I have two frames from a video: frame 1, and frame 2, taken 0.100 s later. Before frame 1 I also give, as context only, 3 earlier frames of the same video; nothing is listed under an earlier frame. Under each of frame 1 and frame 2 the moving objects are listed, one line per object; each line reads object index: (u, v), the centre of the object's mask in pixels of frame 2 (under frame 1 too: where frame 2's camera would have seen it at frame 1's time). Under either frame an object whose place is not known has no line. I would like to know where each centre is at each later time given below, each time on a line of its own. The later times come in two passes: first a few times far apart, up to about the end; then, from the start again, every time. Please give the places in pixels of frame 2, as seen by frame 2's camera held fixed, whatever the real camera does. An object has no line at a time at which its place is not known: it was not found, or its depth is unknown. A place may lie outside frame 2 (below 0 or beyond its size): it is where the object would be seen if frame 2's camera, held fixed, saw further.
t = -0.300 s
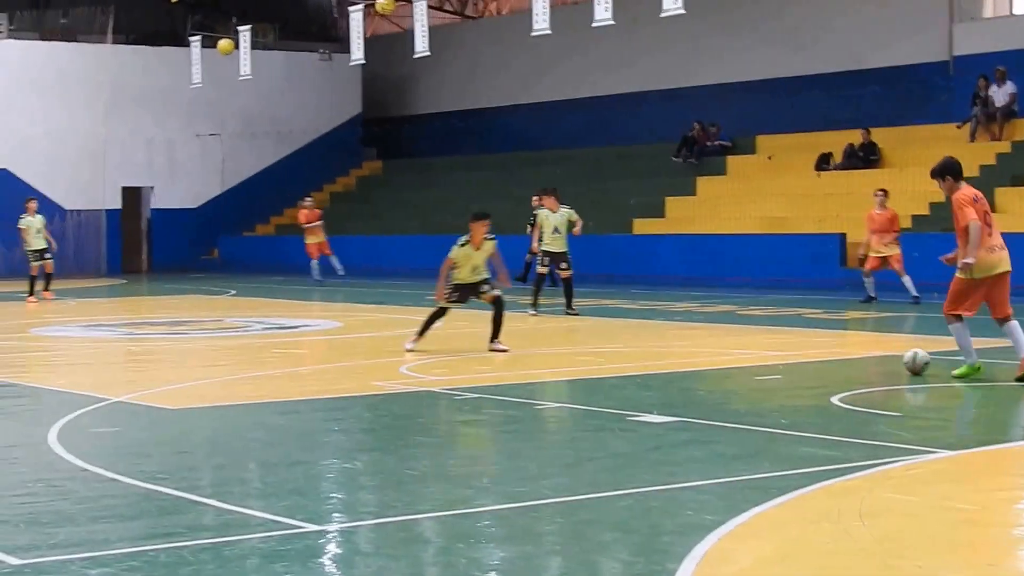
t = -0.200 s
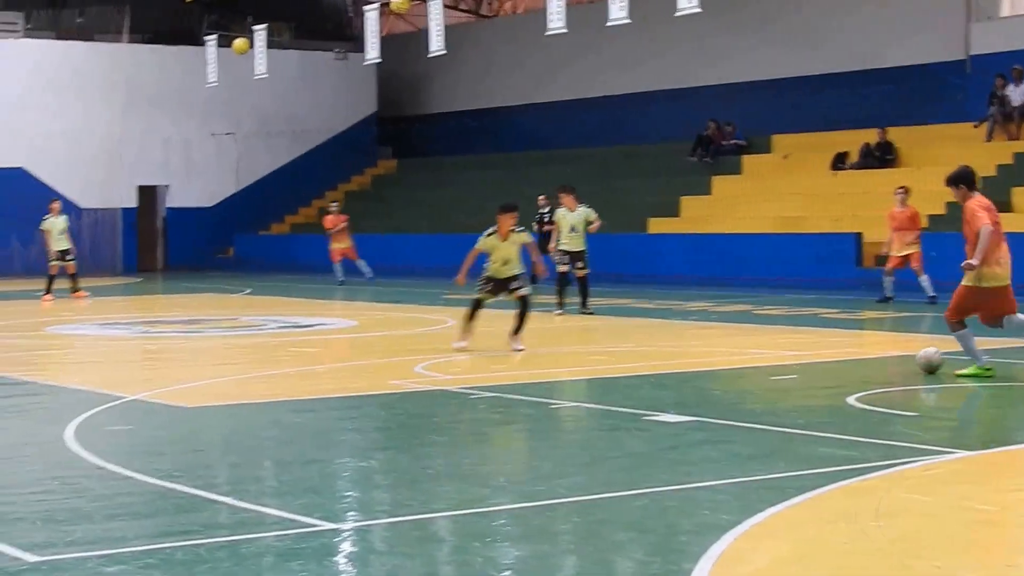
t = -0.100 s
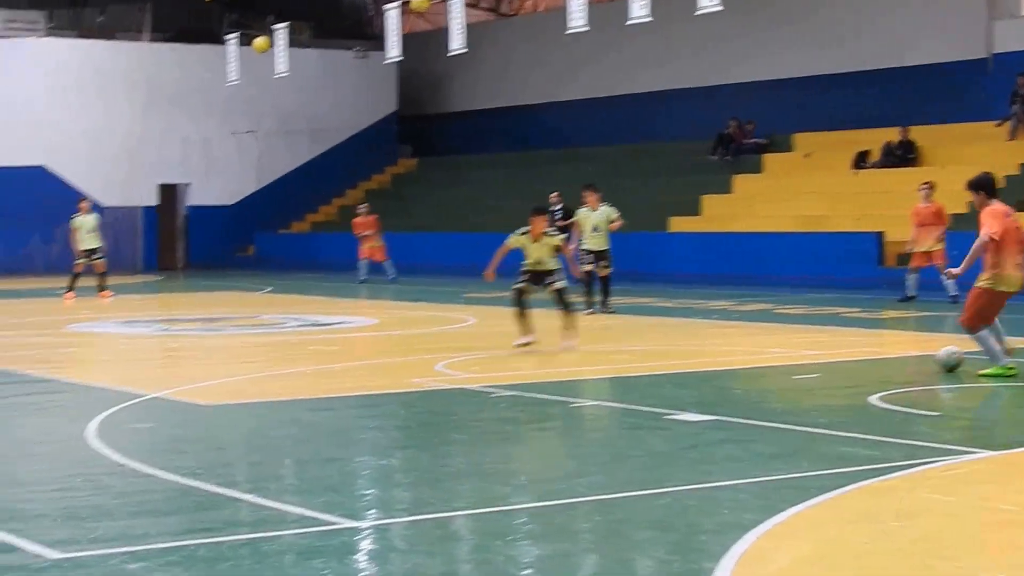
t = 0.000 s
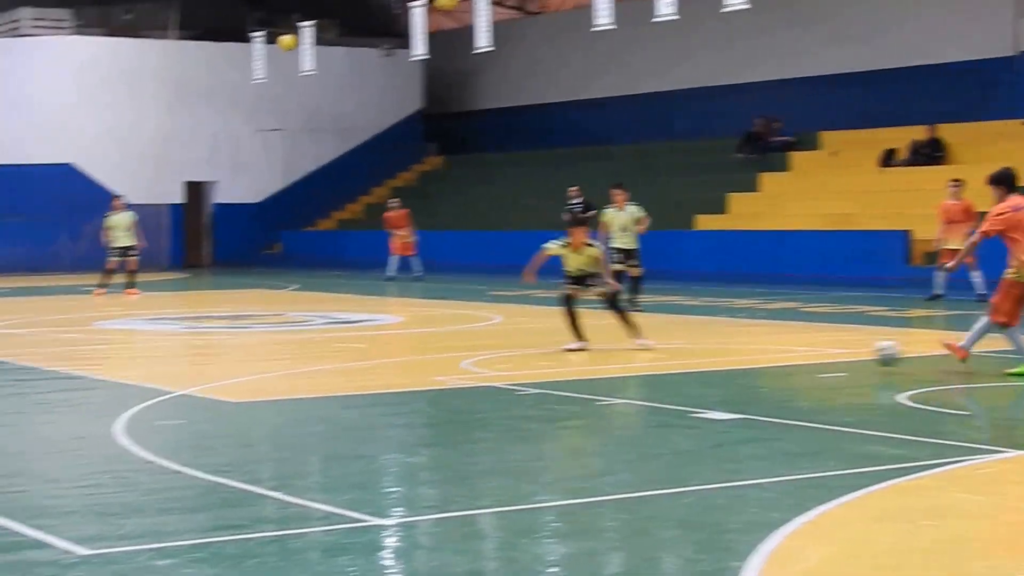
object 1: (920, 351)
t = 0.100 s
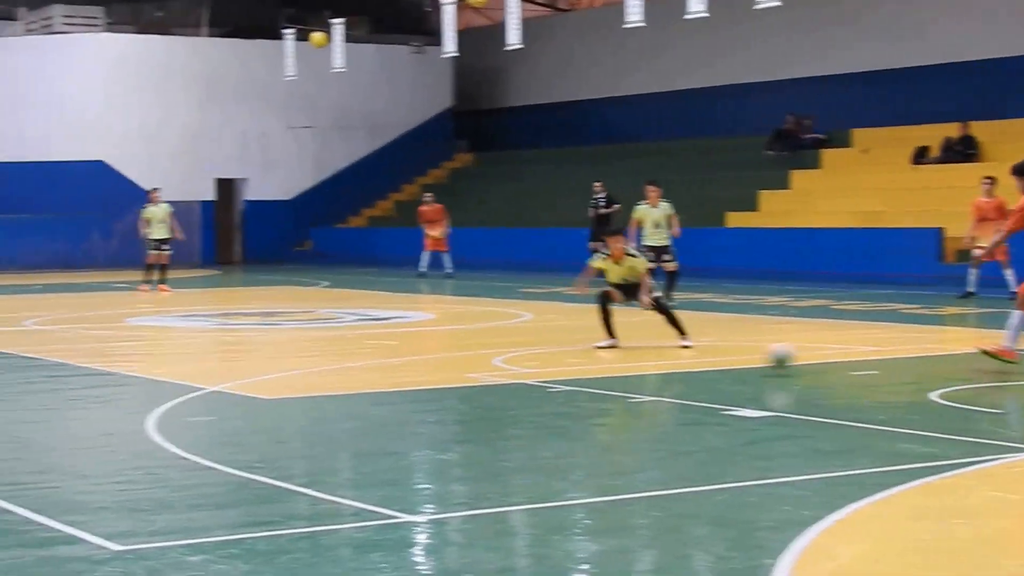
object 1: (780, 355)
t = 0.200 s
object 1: (644, 362)
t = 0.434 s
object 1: (359, 374)
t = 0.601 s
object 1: (178, 377)
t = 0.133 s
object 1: (734, 359)
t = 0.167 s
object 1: (688, 362)
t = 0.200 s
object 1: (644, 362)
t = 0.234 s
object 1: (600, 363)
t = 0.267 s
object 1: (560, 366)
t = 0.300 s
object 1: (517, 368)
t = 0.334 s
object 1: (481, 368)
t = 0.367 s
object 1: (439, 367)
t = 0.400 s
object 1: (398, 372)
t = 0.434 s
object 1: (359, 374)
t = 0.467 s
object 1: (323, 373)
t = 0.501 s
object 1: (286, 376)
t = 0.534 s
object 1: (248, 377)
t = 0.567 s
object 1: (214, 376)
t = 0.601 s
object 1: (178, 377)
